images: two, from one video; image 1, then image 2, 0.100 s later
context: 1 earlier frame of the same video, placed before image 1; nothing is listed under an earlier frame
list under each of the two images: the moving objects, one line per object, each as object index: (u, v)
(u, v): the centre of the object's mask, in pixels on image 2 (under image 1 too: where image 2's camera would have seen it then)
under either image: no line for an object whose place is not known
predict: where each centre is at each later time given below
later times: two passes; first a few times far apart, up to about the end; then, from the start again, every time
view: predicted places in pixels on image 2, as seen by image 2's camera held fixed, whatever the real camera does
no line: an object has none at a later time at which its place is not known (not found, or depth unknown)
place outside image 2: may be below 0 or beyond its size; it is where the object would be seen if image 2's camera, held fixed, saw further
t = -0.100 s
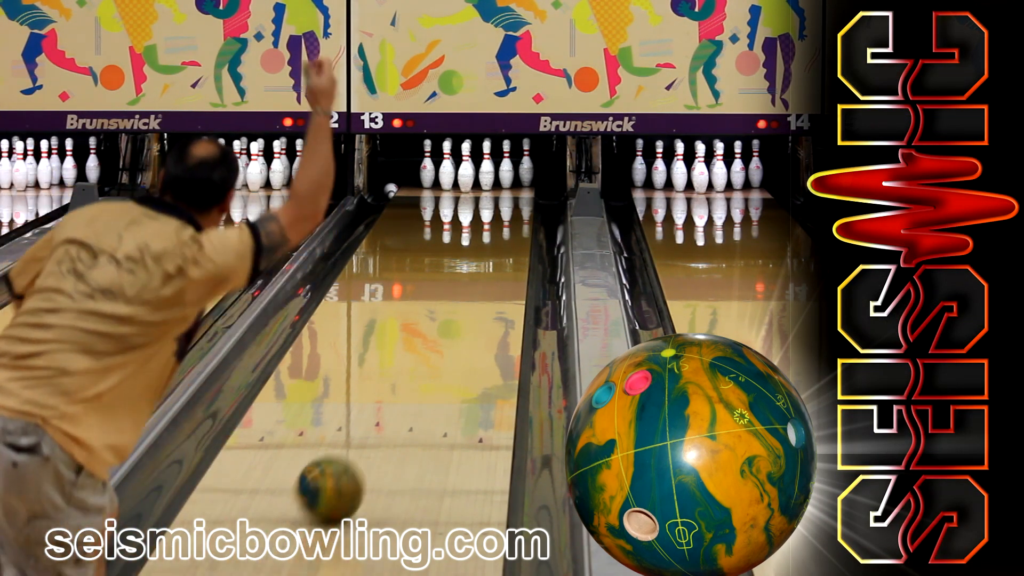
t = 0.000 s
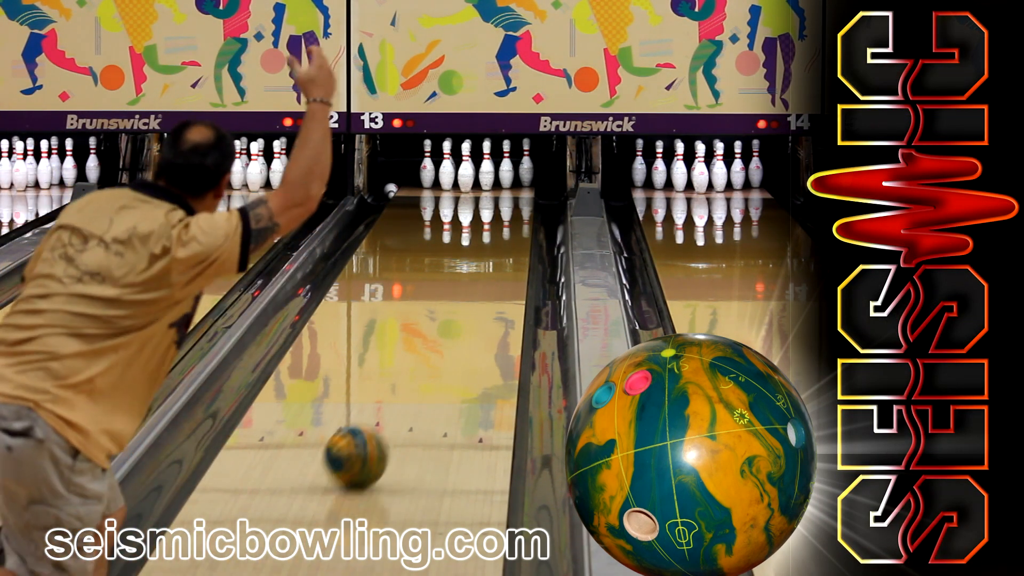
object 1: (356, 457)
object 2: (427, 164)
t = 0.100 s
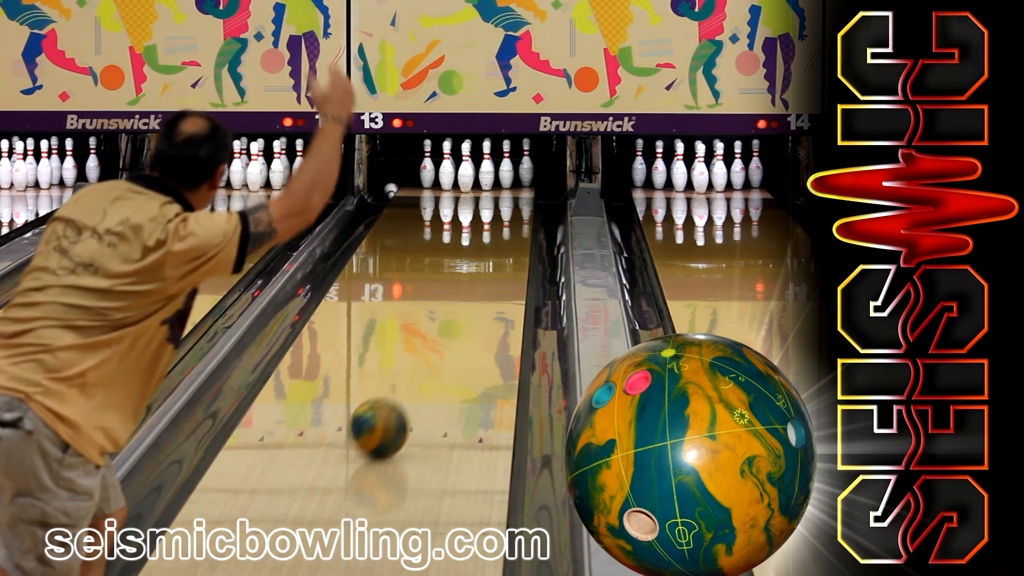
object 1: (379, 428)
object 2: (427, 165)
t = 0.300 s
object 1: (417, 379)
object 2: (427, 165)
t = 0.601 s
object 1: (460, 323)
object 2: (427, 166)
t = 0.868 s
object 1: (487, 284)
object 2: (427, 166)
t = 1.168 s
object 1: (508, 250)
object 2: (427, 166)
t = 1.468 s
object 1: (514, 224)
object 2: (427, 166)
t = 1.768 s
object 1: (506, 203)
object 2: (427, 166)
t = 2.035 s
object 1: (487, 187)
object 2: (427, 166)
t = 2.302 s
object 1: (481, 175)
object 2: (410, 164)
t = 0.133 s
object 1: (386, 418)
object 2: (427, 164)
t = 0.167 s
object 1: (393, 410)
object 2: (427, 164)
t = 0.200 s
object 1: (399, 402)
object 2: (427, 165)
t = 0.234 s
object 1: (405, 395)
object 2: (427, 164)
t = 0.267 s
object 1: (412, 387)
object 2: (427, 164)
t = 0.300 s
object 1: (417, 379)
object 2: (427, 165)
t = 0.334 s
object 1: (423, 372)
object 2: (427, 164)
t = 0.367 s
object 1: (428, 365)
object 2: (427, 165)
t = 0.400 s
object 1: (433, 358)
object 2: (427, 164)
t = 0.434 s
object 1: (438, 352)
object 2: (427, 165)
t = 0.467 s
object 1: (443, 346)
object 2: (427, 164)
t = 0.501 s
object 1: (447, 340)
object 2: (427, 165)
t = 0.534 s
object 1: (452, 334)
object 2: (427, 165)
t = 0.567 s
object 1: (456, 328)
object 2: (427, 165)
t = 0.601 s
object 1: (460, 323)
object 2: (427, 166)
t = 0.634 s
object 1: (464, 318)
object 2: (427, 166)
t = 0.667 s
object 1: (468, 312)
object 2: (427, 166)
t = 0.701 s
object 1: (471, 307)
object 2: (427, 166)
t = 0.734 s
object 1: (475, 303)
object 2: (427, 166)
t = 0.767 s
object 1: (478, 297)
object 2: (427, 166)
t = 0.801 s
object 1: (482, 293)
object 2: (427, 166)
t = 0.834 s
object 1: (484, 289)
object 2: (427, 166)
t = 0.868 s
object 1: (487, 284)
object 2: (427, 166)
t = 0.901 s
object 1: (490, 280)
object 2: (427, 166)
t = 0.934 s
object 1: (493, 276)
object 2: (427, 166)
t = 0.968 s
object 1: (495, 272)
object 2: (427, 166)
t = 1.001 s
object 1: (498, 268)
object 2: (427, 166)
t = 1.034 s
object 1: (500, 264)
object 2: (427, 166)
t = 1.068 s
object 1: (502, 260)
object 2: (427, 166)
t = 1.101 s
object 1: (504, 257)
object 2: (427, 166)
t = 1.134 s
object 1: (505, 253)
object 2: (427, 166)
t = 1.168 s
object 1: (508, 250)
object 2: (427, 166)
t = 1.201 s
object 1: (509, 247)
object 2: (427, 166)
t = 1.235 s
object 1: (510, 244)
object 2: (427, 166)
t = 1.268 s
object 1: (511, 240)
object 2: (427, 166)
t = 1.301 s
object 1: (513, 237)
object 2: (427, 166)
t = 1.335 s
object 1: (513, 235)
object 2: (427, 166)
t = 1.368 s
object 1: (513, 232)
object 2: (427, 166)
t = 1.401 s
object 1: (514, 229)
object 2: (427, 166)
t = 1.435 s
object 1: (514, 227)
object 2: (427, 166)
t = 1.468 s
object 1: (514, 224)
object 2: (427, 166)
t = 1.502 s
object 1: (514, 221)
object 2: (427, 166)
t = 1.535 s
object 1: (514, 219)
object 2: (427, 166)
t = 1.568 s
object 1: (513, 216)
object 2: (427, 166)
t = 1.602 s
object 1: (512, 214)
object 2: (427, 166)
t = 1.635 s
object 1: (512, 212)
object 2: (427, 166)
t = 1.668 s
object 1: (510, 209)
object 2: (427, 166)
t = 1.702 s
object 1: (508, 207)
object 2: (427, 166)
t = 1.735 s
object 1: (507, 205)
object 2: (427, 166)
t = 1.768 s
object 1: (506, 203)
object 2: (427, 166)
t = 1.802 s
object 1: (503, 200)
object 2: (427, 166)
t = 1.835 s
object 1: (501, 198)
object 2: (427, 166)
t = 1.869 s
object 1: (498, 196)
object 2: (427, 166)
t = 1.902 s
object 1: (496, 194)
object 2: (427, 166)
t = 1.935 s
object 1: (493, 192)
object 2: (427, 166)
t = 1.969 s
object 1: (491, 191)
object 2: (427, 166)
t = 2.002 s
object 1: (489, 189)
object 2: (427, 166)
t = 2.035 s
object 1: (487, 187)
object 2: (427, 166)
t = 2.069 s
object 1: (485, 185)
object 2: (427, 166)
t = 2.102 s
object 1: (482, 183)
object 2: (427, 166)
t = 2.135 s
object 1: (480, 181)
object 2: (427, 166)
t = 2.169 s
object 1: (479, 180)
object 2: (427, 166)
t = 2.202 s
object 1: (480, 178)
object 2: (427, 166)
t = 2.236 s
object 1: (481, 178)
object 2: (423, 165)
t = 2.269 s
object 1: (480, 176)
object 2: (417, 164)
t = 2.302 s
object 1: (481, 175)
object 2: (410, 164)
